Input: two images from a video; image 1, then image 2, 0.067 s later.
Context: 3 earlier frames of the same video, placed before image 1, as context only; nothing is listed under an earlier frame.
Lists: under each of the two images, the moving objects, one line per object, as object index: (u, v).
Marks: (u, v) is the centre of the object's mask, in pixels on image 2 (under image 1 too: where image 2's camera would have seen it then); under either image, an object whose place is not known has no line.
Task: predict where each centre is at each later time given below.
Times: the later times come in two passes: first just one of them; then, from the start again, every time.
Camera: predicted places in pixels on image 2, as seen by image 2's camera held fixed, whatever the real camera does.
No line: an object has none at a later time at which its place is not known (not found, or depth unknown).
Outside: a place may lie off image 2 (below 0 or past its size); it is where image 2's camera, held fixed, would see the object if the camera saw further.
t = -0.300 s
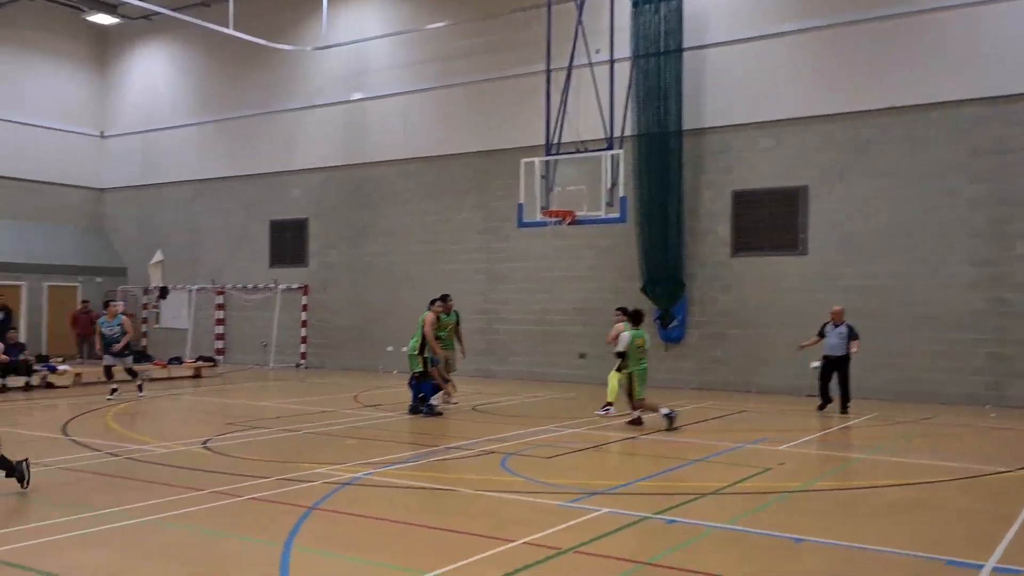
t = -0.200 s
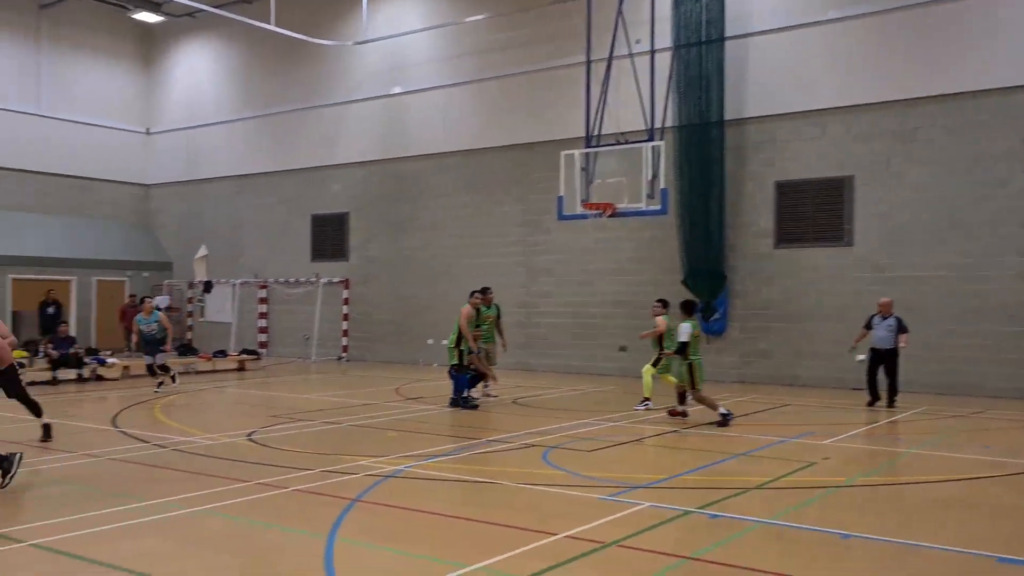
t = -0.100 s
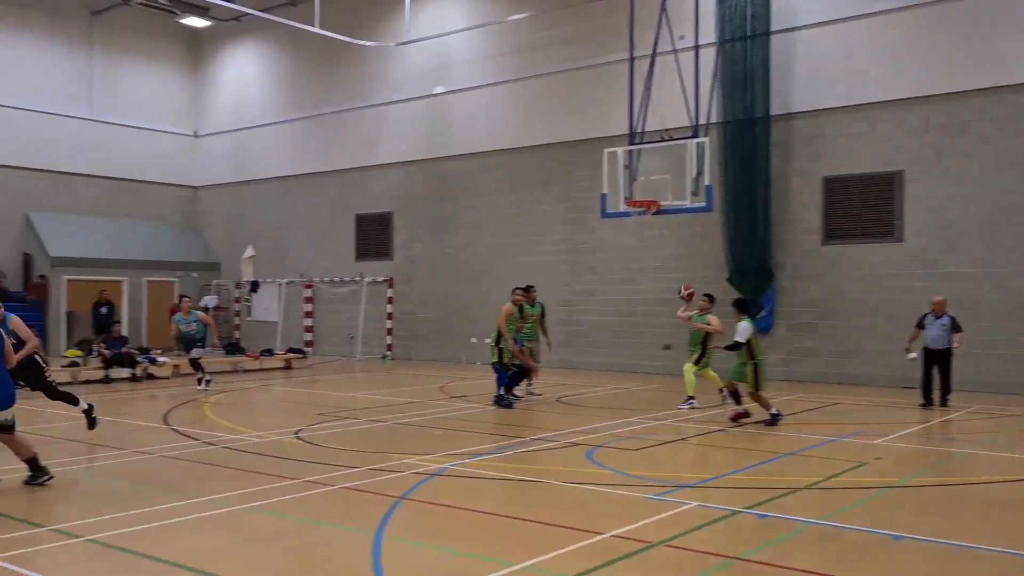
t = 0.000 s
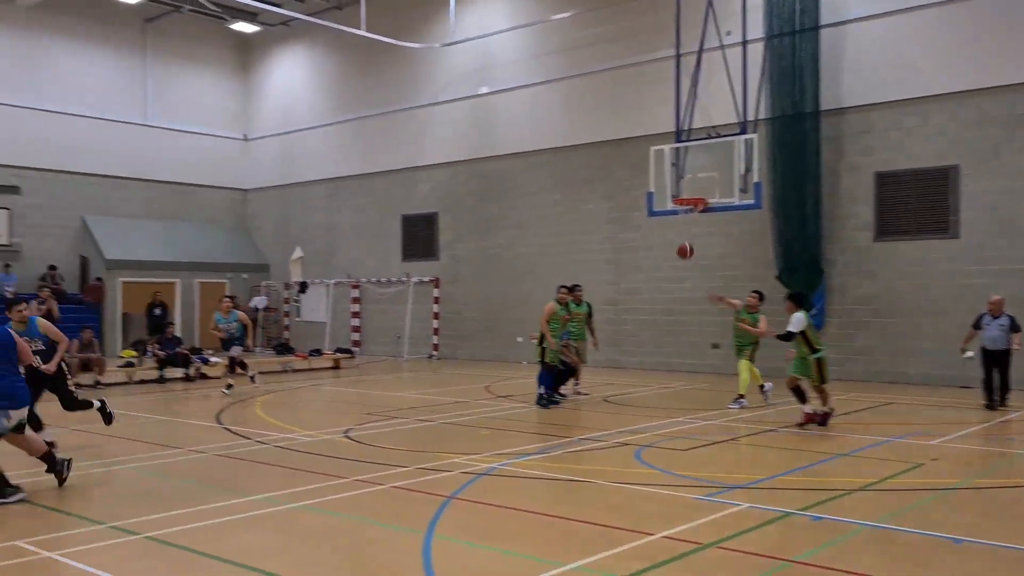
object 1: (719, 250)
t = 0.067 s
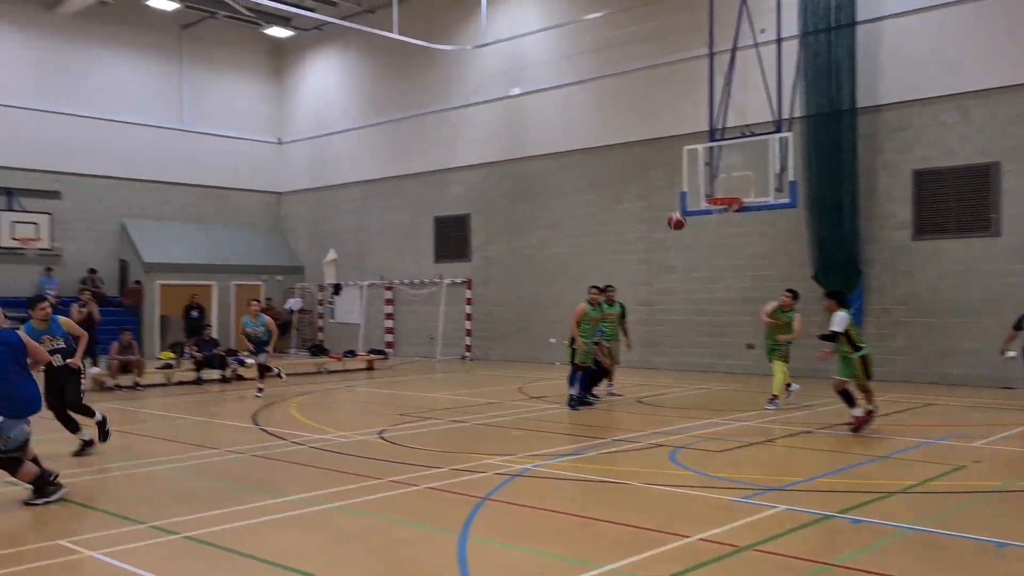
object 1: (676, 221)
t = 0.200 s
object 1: (582, 162)
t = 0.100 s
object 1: (655, 206)
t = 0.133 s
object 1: (631, 191)
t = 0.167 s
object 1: (608, 177)
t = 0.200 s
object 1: (582, 162)
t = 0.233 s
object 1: (555, 147)
